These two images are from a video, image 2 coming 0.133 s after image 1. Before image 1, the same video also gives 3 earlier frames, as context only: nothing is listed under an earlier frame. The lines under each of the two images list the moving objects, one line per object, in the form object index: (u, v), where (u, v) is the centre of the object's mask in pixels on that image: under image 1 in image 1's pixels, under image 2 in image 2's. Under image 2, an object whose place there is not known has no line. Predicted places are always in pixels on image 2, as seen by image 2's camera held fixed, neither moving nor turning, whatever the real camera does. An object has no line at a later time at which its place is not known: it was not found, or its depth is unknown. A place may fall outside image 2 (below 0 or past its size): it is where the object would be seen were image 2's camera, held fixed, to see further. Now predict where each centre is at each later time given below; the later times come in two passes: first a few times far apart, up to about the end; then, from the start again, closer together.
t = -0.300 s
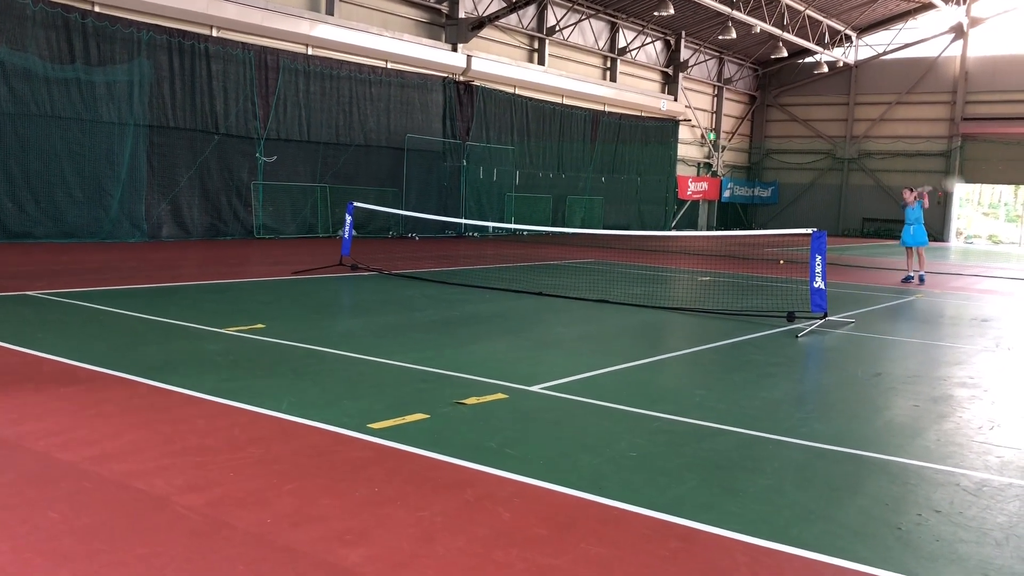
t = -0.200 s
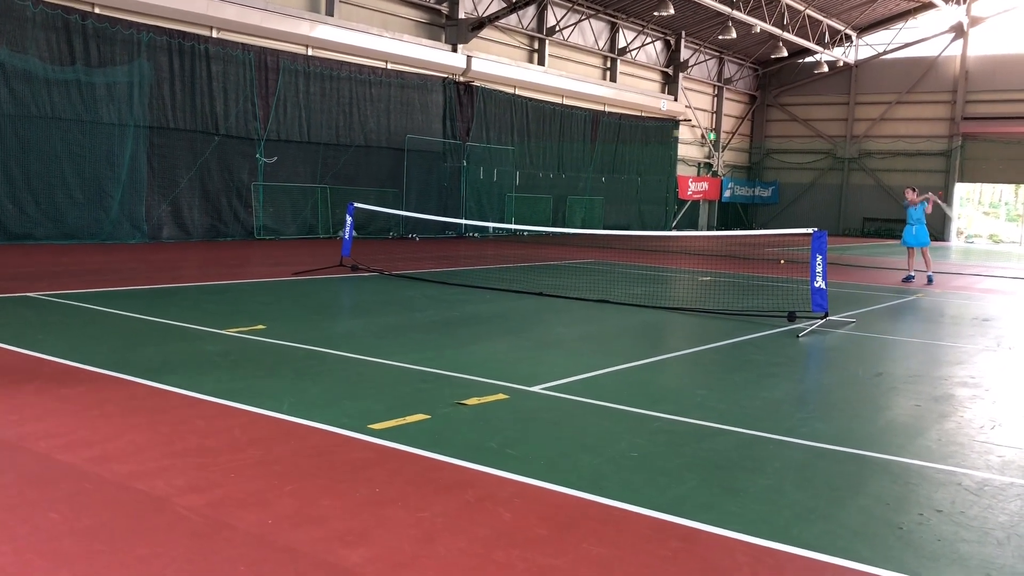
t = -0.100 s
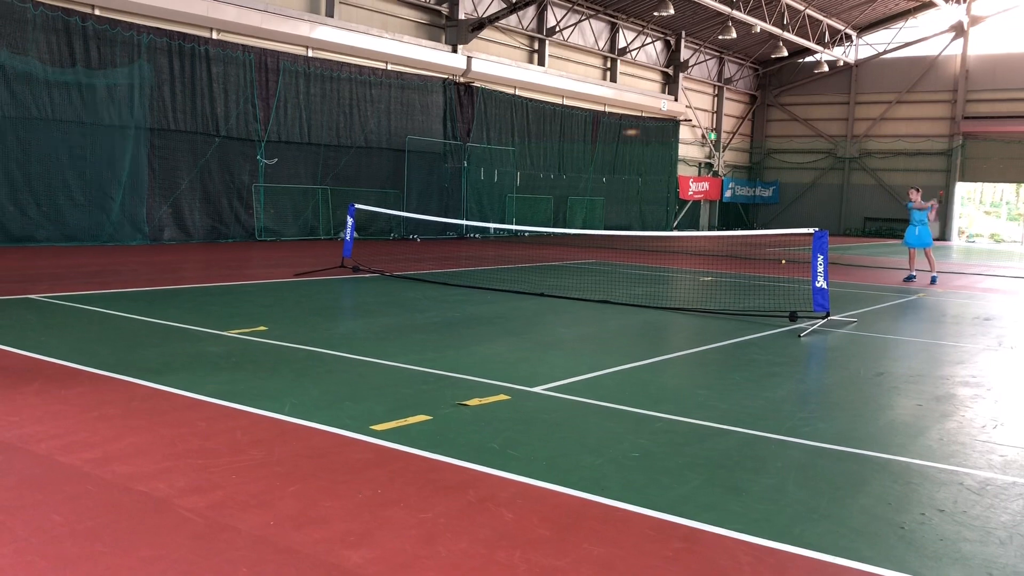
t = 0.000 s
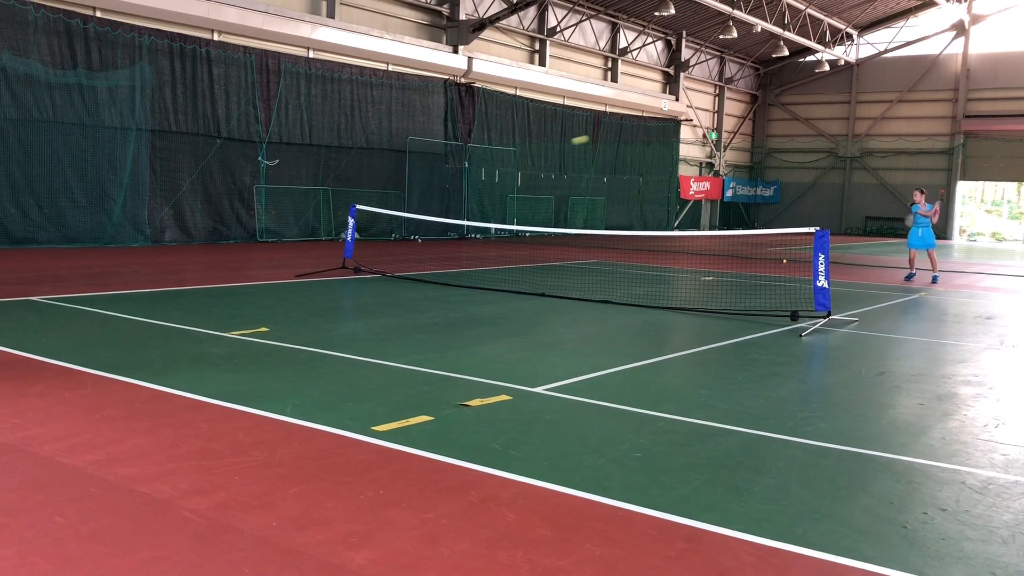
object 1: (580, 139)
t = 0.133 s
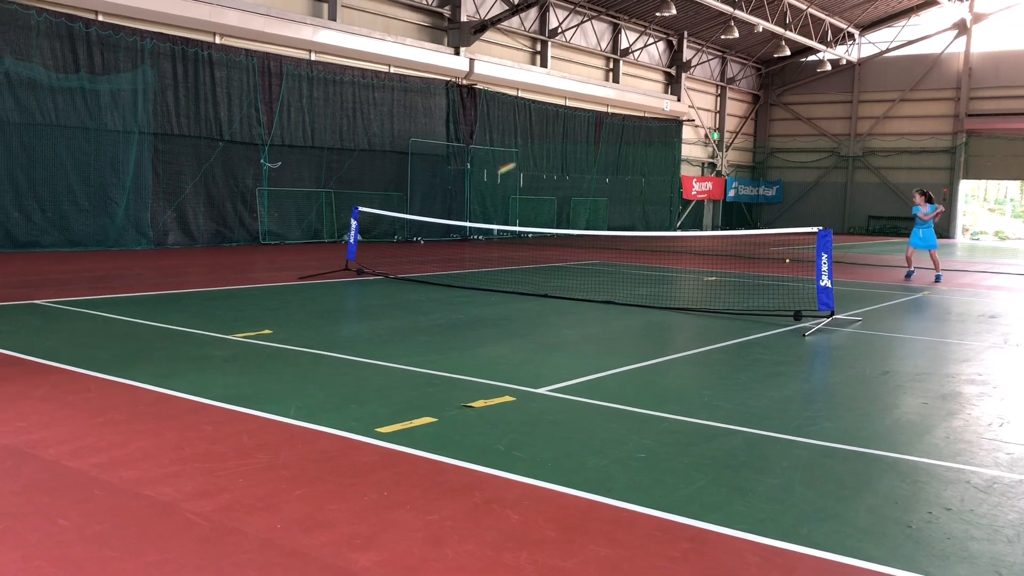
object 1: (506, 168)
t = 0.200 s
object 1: (465, 188)
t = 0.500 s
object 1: (277, 283)
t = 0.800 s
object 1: (145, 216)
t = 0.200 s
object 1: (465, 188)
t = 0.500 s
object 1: (277, 283)
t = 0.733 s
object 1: (175, 221)
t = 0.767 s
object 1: (161, 218)
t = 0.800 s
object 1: (145, 216)
